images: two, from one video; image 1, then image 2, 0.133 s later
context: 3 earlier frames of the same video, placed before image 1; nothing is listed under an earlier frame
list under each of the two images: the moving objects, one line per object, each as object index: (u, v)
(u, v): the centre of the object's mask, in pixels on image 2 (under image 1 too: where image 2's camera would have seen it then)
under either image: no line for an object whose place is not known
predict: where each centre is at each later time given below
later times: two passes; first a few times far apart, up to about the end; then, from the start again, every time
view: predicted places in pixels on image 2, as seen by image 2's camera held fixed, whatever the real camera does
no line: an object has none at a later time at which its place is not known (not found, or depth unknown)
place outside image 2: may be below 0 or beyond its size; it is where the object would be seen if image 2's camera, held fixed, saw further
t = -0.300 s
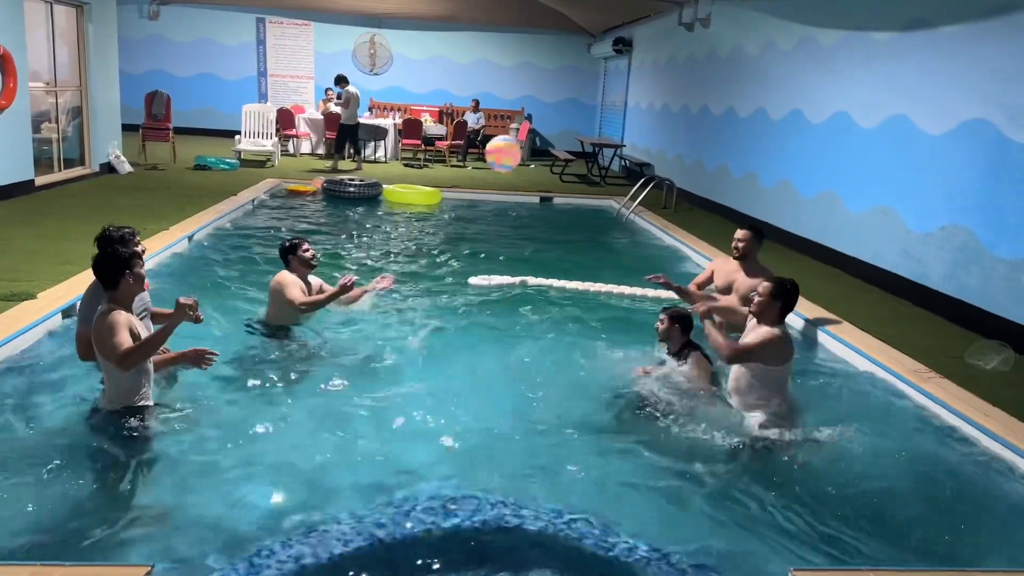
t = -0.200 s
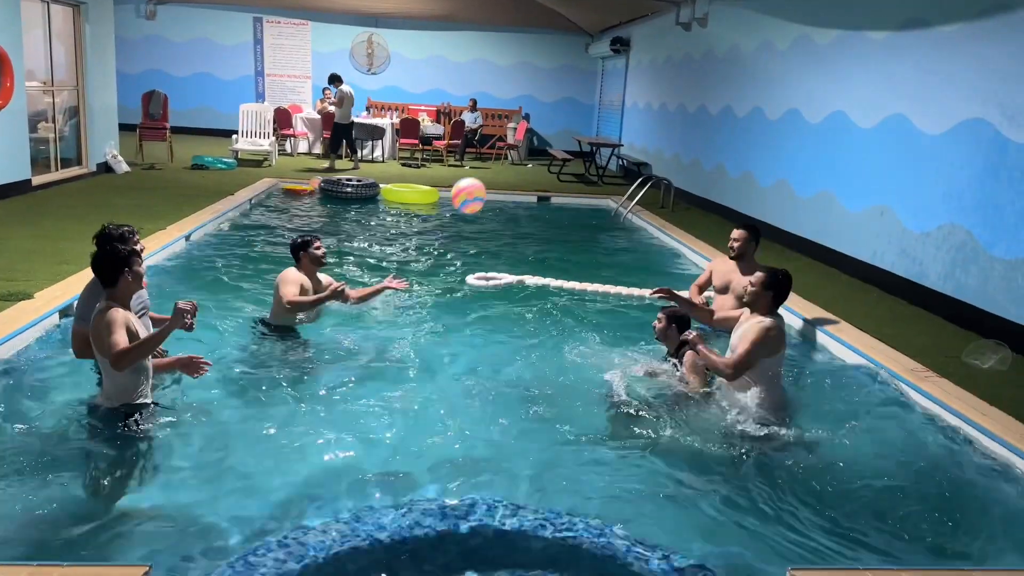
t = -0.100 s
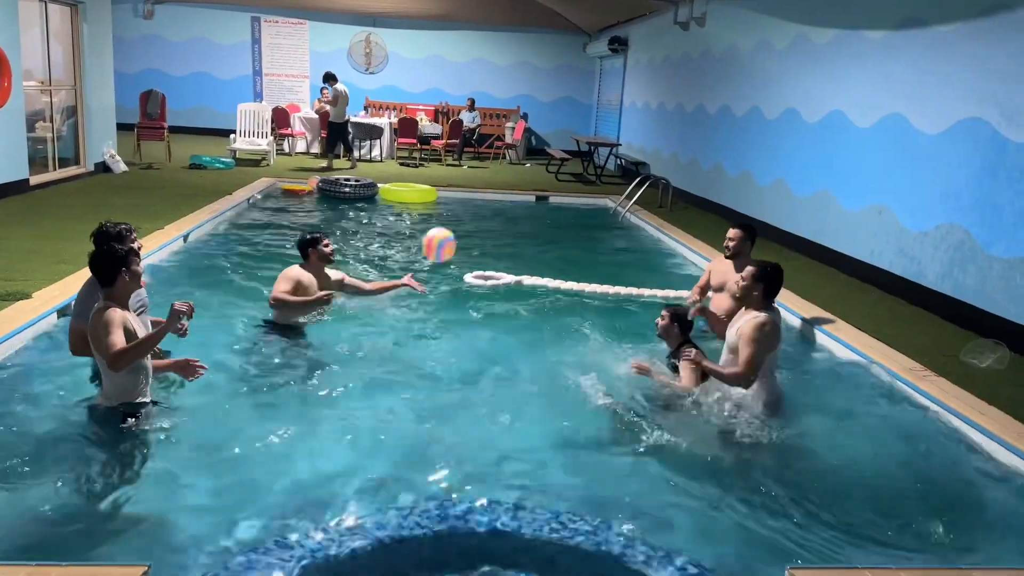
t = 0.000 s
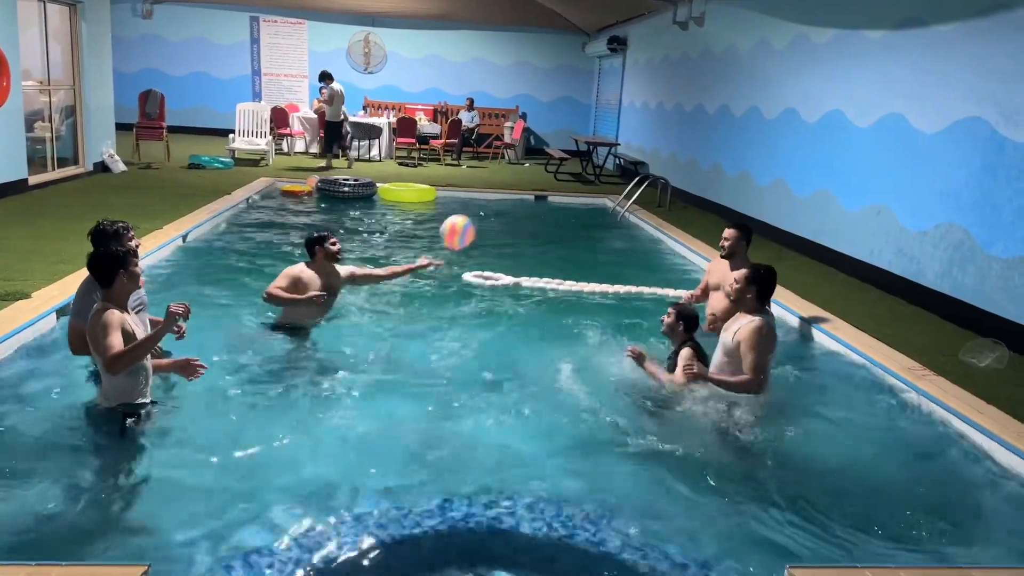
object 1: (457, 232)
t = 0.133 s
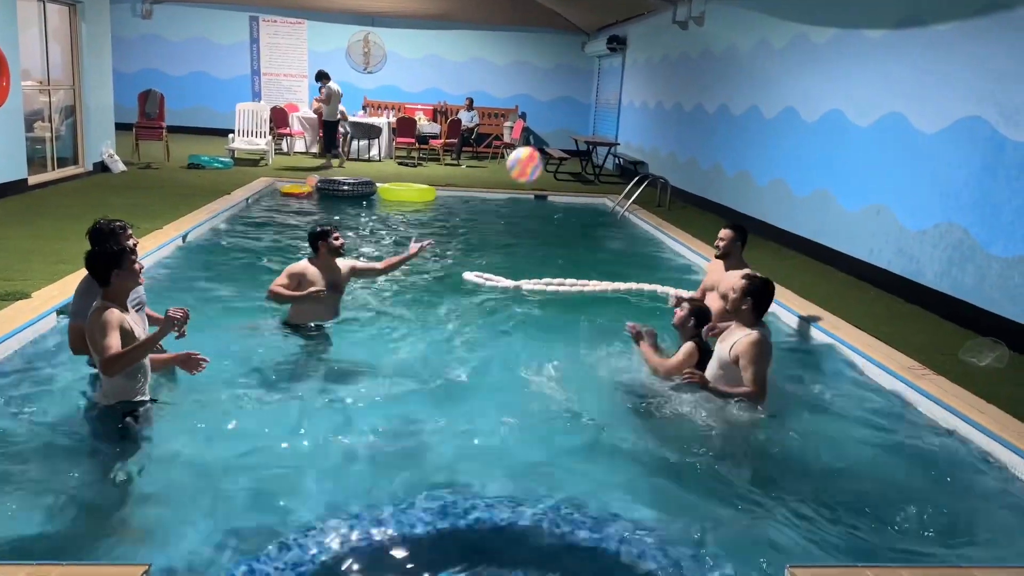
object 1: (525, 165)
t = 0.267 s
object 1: (585, 118)
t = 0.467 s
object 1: (654, 86)
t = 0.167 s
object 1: (542, 149)
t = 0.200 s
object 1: (557, 137)
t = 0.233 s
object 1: (570, 127)
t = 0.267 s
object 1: (585, 118)
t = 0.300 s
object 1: (599, 109)
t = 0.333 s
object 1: (610, 102)
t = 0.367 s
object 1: (622, 96)
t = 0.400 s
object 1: (634, 91)
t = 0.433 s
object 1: (644, 88)
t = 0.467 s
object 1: (654, 86)
